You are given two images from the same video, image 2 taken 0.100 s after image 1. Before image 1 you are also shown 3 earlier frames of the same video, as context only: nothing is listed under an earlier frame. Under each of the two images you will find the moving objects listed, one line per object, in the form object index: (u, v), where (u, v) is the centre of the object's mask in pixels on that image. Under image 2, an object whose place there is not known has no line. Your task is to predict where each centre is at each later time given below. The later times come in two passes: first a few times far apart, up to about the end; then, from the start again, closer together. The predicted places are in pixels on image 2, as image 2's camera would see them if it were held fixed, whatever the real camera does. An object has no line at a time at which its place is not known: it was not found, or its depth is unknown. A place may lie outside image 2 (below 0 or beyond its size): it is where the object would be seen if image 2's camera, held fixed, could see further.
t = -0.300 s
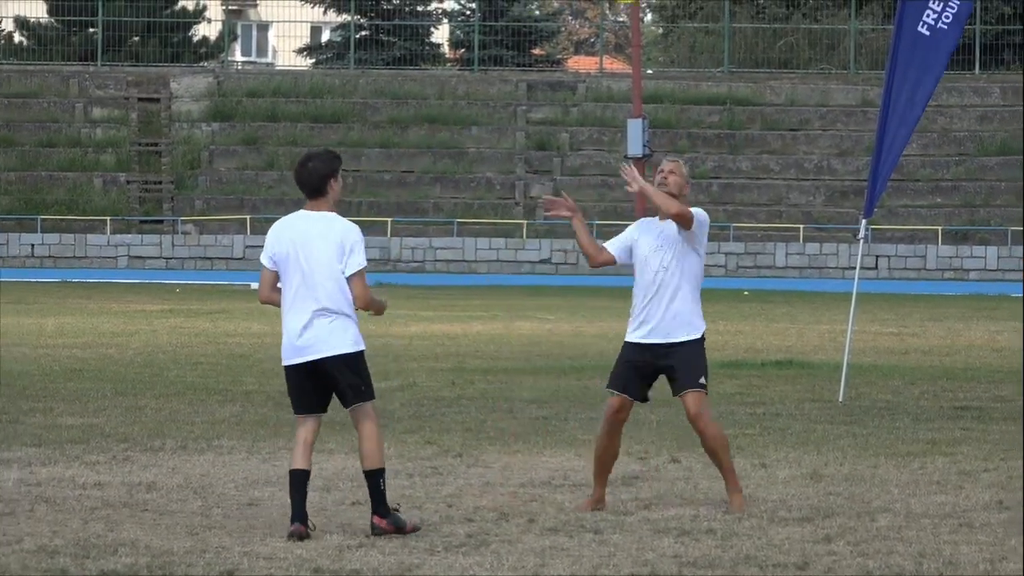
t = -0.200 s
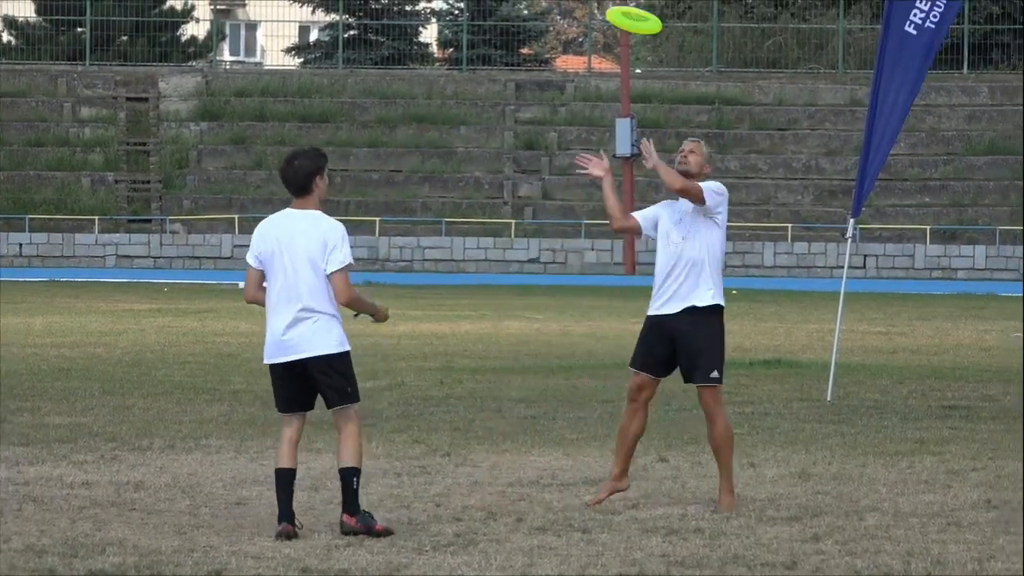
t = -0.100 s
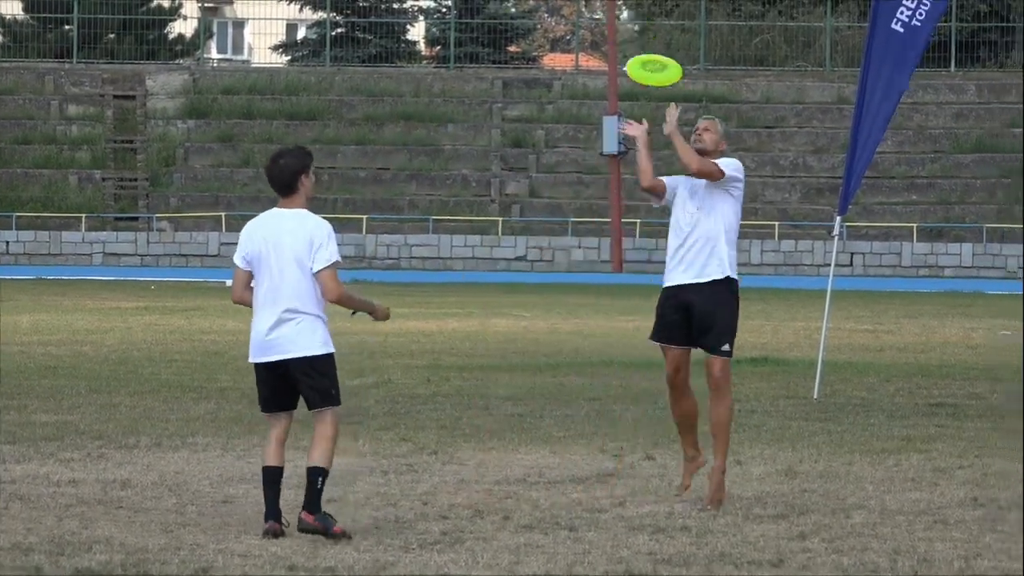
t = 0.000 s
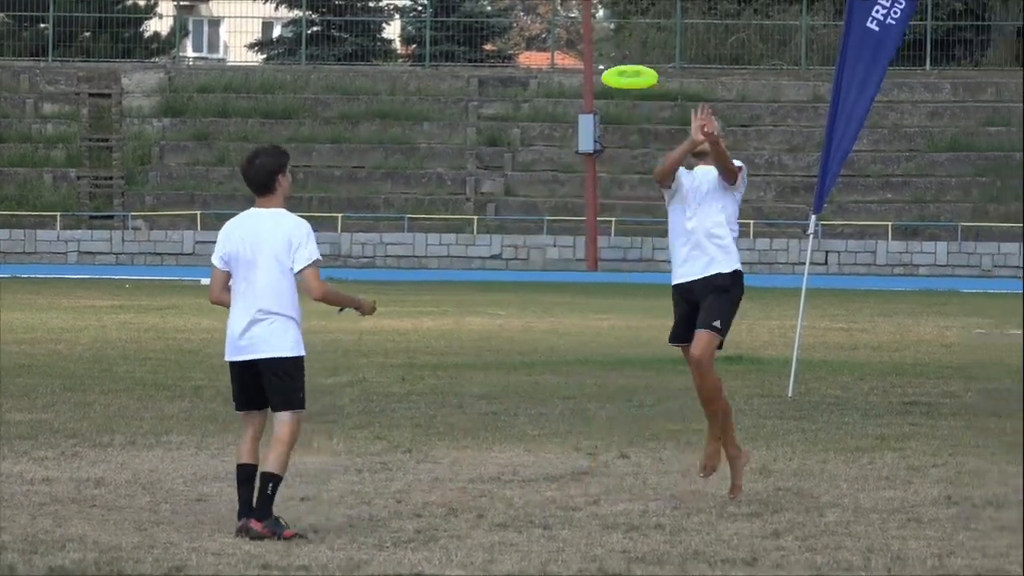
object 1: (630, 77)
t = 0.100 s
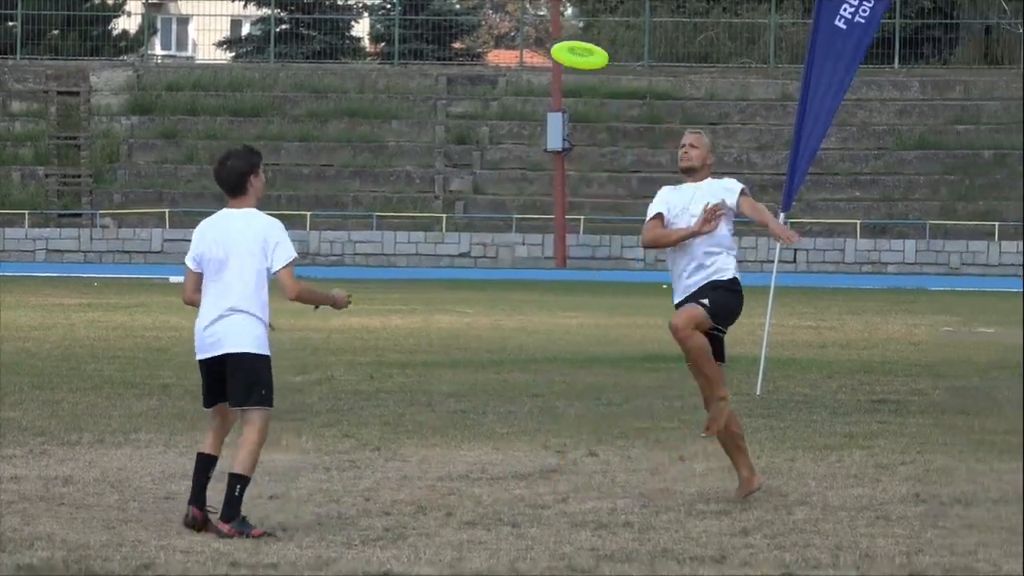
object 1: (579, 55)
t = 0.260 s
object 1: (552, 36)
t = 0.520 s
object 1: (515, 43)
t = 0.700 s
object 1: (496, 87)
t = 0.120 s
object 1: (576, 51)
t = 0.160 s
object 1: (569, 46)
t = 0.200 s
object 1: (561, 41)
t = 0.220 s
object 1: (558, 39)
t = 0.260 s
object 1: (552, 36)
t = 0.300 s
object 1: (544, 33)
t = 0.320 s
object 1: (541, 32)
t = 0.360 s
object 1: (535, 32)
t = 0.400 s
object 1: (529, 32)
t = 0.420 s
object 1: (527, 33)
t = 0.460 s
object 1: (522, 35)
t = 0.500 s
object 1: (517, 40)
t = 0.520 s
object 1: (515, 43)
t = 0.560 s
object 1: (510, 50)
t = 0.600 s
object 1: (506, 59)
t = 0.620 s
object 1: (504, 64)
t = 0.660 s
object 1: (500, 75)
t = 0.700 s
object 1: (496, 87)
